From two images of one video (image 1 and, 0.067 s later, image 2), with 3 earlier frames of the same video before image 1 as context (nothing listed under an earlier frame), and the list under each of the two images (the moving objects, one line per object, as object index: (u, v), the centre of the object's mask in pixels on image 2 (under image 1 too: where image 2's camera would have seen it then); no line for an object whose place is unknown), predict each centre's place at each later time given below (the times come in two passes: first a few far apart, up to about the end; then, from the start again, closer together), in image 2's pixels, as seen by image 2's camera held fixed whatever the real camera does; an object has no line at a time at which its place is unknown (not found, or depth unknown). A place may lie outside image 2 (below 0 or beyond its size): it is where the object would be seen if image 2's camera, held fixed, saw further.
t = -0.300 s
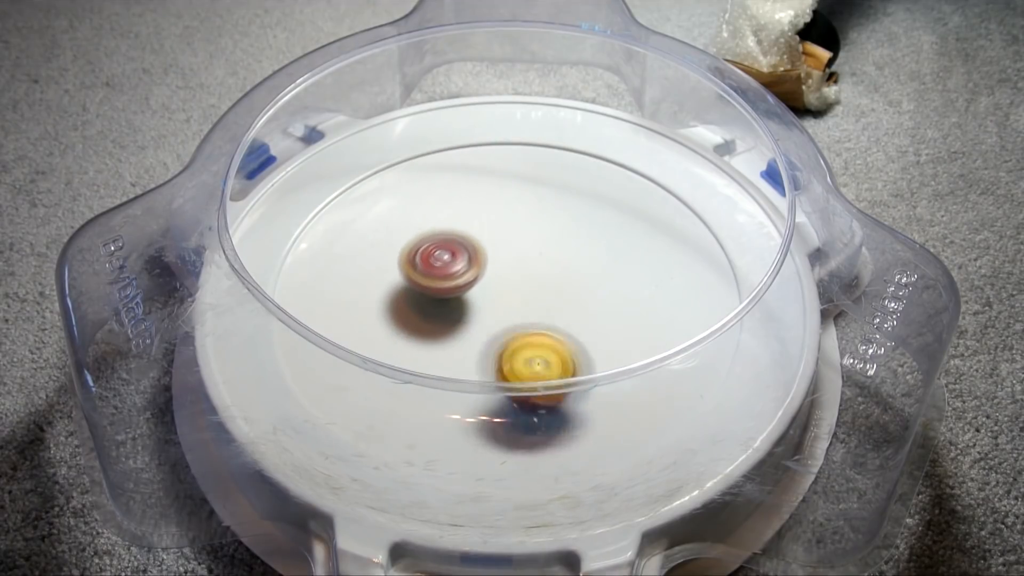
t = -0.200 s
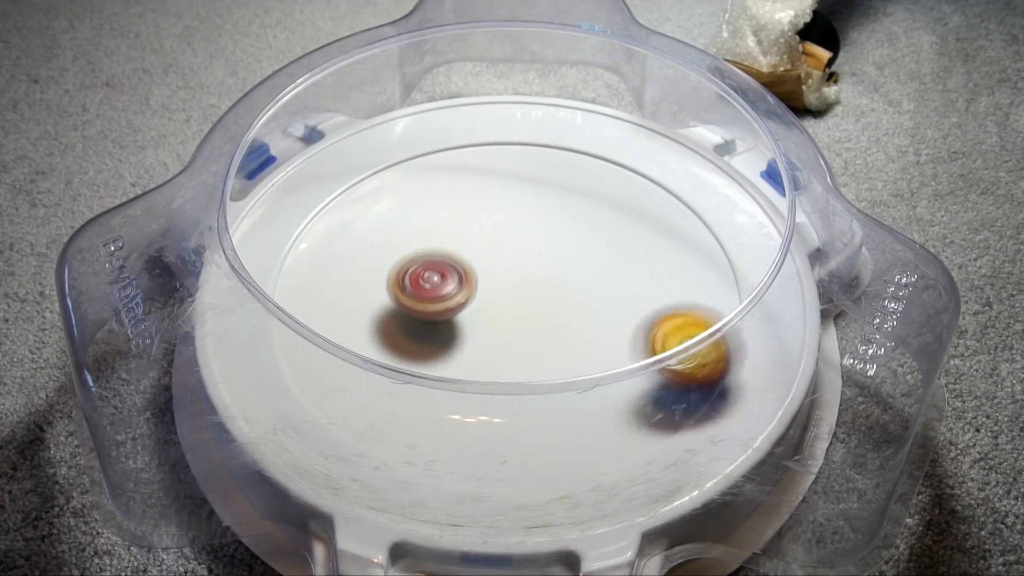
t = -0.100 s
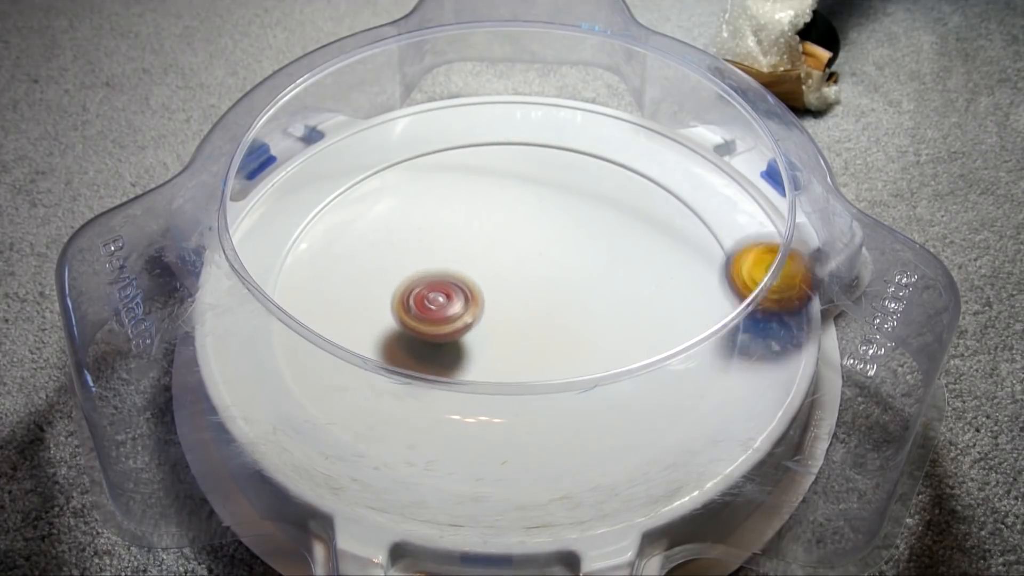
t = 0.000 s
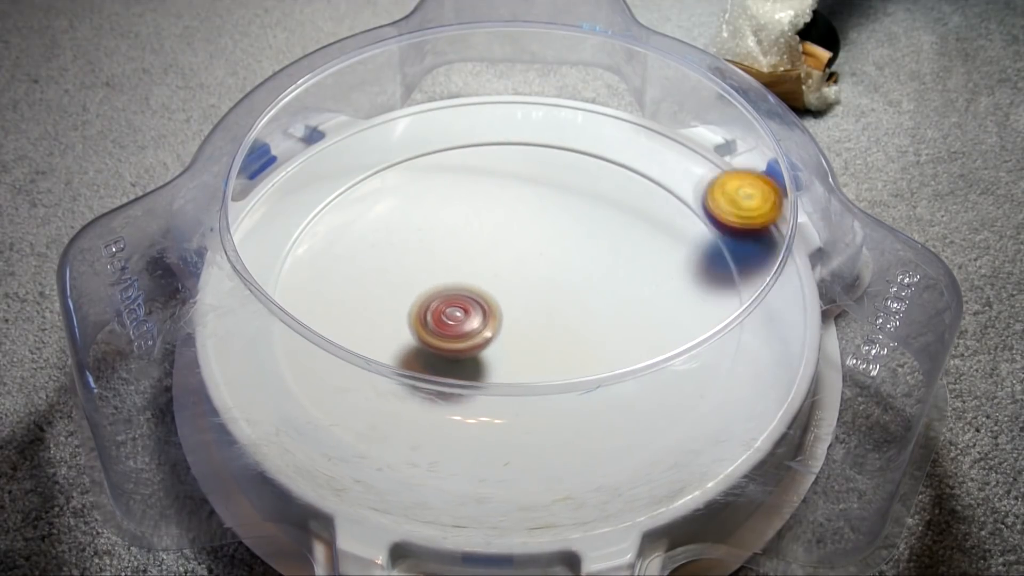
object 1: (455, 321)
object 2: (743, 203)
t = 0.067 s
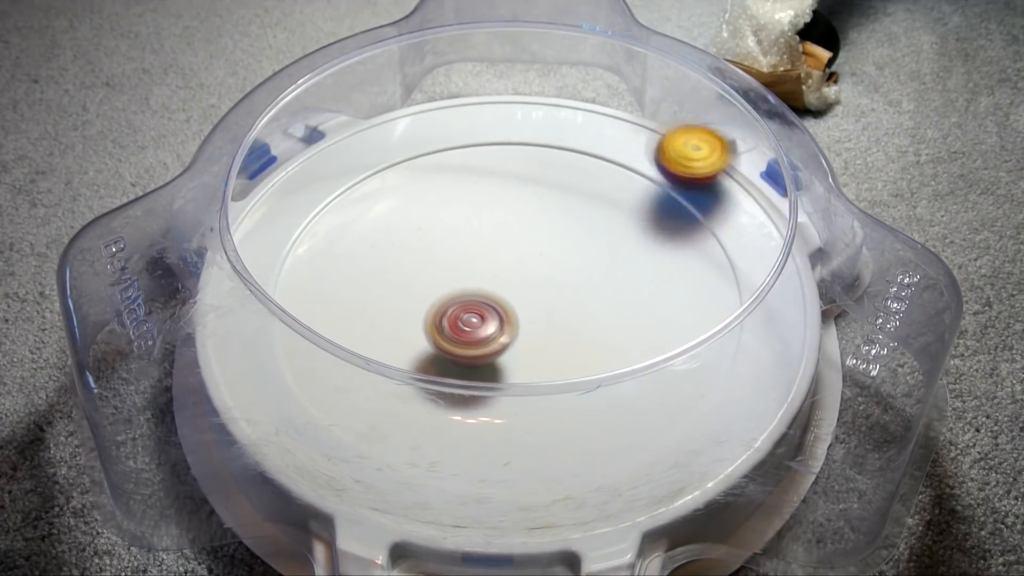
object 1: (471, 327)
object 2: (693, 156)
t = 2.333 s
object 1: (506, 264)
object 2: (479, 444)
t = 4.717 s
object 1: (531, 275)
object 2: (541, 188)
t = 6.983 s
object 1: (468, 269)
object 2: (442, 393)
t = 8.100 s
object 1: (691, 243)
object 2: (239, 360)
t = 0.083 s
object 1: (475, 328)
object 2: (679, 142)
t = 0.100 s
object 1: (480, 329)
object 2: (664, 130)
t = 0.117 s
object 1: (484, 329)
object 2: (649, 119)
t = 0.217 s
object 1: (512, 328)
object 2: (540, 81)
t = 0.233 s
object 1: (516, 327)
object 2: (520, 81)
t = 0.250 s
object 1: (520, 325)
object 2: (498, 82)
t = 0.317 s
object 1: (535, 318)
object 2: (415, 99)
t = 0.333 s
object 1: (538, 315)
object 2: (397, 109)
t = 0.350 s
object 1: (541, 313)
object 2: (379, 121)
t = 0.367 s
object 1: (543, 310)
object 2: (362, 135)
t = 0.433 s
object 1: (551, 298)
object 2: (305, 201)
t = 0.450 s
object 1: (552, 295)
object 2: (295, 222)
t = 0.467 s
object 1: (553, 292)
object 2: (289, 243)
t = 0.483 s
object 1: (553, 289)
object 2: (288, 262)
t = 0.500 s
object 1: (553, 286)
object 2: (293, 282)
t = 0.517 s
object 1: (553, 283)
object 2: (285, 311)
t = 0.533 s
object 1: (553, 280)
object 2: (288, 333)
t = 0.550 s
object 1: (553, 276)
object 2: (296, 357)
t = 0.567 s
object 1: (552, 274)
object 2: (307, 382)
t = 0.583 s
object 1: (551, 271)
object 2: (332, 401)
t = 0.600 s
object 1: (549, 268)
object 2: (362, 417)
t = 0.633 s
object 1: (546, 263)
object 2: (433, 442)
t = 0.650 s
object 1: (544, 260)
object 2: (472, 448)
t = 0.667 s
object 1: (541, 258)
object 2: (513, 450)
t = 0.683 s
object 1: (539, 256)
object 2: (555, 445)
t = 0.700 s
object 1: (536, 254)
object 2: (592, 434)
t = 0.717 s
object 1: (533, 252)
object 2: (628, 421)
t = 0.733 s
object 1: (530, 251)
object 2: (657, 407)
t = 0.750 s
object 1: (527, 250)
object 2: (685, 392)
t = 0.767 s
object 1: (524, 249)
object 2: (711, 373)
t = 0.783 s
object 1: (521, 247)
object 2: (718, 341)
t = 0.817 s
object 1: (515, 246)
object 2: (723, 284)
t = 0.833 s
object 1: (512, 245)
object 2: (725, 268)
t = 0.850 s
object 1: (509, 245)
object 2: (722, 245)
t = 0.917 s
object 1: (496, 245)
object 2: (667, 173)
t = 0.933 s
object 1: (493, 245)
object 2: (649, 161)
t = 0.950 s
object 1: (490, 246)
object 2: (628, 149)
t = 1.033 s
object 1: (477, 252)
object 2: (515, 123)
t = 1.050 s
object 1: (474, 253)
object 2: (493, 122)
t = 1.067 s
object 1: (472, 255)
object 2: (470, 124)
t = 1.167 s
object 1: (464, 268)
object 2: (342, 169)
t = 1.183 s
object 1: (463, 270)
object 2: (324, 183)
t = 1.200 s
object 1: (463, 272)
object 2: (309, 198)
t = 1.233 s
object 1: (463, 277)
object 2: (285, 231)
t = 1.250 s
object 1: (464, 279)
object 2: (278, 251)
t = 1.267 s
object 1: (464, 282)
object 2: (280, 267)
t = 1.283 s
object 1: (465, 284)
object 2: (281, 292)
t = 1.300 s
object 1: (466, 286)
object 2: (276, 316)
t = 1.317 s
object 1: (468, 288)
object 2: (285, 338)
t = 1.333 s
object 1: (470, 291)
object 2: (301, 361)
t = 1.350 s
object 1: (472, 293)
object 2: (318, 386)
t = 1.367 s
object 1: (474, 294)
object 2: (347, 403)
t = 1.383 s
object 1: (476, 297)
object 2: (378, 422)
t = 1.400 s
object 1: (479, 298)
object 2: (413, 435)
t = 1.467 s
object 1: (490, 304)
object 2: (563, 440)
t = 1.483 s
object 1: (493, 305)
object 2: (599, 430)
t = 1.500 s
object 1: (496, 306)
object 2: (629, 420)
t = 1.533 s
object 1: (503, 307)
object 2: (683, 392)
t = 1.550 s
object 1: (507, 307)
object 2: (705, 376)
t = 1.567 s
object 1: (510, 307)
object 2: (715, 354)
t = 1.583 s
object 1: (514, 308)
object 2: (724, 333)
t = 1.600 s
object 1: (517, 307)
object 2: (728, 311)
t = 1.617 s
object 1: (520, 307)
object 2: (729, 292)
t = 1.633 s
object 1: (524, 306)
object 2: (728, 274)
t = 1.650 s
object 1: (527, 306)
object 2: (729, 258)
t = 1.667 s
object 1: (530, 305)
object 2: (723, 241)
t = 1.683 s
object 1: (532, 304)
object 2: (715, 225)
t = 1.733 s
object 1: (539, 301)
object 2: (681, 185)
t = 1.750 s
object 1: (542, 300)
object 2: (667, 174)
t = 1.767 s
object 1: (544, 298)
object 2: (650, 165)
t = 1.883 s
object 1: (551, 285)
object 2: (510, 133)
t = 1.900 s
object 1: (552, 282)
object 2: (488, 134)
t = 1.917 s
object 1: (551, 281)
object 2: (465, 135)
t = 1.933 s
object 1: (551, 279)
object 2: (443, 138)
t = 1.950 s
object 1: (551, 278)
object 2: (422, 142)
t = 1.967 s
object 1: (550, 276)
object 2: (401, 147)
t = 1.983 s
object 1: (549, 274)
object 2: (381, 153)
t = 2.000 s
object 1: (548, 272)
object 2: (361, 160)
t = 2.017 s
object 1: (547, 271)
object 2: (343, 168)
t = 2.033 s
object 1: (546, 269)
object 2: (329, 180)
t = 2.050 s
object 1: (545, 268)
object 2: (316, 194)
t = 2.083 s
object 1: (541, 266)
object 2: (292, 225)
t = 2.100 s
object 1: (540, 265)
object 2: (283, 242)
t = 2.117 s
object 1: (537, 264)
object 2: (282, 259)
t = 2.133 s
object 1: (535, 263)
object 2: (283, 272)
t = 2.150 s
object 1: (533, 263)
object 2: (290, 287)
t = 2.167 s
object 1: (531, 262)
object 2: (282, 316)
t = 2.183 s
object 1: (528, 262)
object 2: (287, 335)
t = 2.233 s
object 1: (521, 261)
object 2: (327, 389)
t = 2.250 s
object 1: (518, 262)
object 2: (349, 404)
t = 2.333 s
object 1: (506, 264)
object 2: (479, 444)
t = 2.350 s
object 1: (503, 264)
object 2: (509, 443)
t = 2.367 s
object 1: (501, 265)
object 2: (538, 443)
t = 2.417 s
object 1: (495, 269)
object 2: (619, 421)
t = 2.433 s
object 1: (493, 269)
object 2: (639, 410)
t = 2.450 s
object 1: (491, 271)
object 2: (656, 401)
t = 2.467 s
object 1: (490, 272)
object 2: (674, 392)
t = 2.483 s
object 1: (488, 273)
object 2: (683, 372)
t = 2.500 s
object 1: (487, 274)
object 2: (692, 355)
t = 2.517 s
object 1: (486, 276)
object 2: (699, 336)
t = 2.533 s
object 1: (485, 277)
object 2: (700, 316)
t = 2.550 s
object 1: (484, 279)
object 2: (699, 299)
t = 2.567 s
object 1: (482, 280)
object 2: (701, 288)
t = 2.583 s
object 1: (482, 282)
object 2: (700, 275)
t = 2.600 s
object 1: (481, 284)
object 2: (695, 261)
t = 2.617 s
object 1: (480, 286)
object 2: (687, 245)
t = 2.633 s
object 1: (480, 287)
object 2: (679, 231)
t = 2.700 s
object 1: (481, 295)
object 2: (629, 185)
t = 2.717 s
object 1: (481, 297)
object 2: (614, 175)
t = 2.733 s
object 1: (482, 298)
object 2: (598, 166)
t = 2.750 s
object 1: (483, 300)
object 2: (581, 159)
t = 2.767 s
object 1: (484, 301)
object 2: (563, 153)
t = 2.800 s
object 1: (487, 303)
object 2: (528, 146)
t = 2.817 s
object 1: (488, 305)
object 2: (509, 143)
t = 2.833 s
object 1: (490, 306)
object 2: (490, 142)
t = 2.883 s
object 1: (496, 309)
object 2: (435, 146)
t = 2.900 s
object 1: (498, 309)
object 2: (419, 151)
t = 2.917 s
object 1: (500, 310)
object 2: (402, 155)
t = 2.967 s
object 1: (506, 310)
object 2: (358, 177)
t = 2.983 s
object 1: (509, 311)
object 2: (345, 186)
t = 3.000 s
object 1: (511, 310)
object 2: (333, 198)
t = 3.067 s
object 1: (519, 308)
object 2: (307, 252)
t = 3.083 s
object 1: (520, 307)
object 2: (303, 265)
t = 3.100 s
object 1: (522, 306)
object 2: (305, 278)
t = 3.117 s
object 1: (523, 305)
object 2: (310, 290)
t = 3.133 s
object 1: (525, 304)
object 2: (319, 303)
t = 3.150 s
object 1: (526, 303)
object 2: (321, 324)
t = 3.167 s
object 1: (527, 302)
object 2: (332, 335)
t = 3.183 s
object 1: (528, 300)
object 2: (344, 348)
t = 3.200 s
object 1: (529, 299)
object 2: (358, 361)
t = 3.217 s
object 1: (530, 297)
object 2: (375, 373)
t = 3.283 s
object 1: (530, 290)
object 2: (460, 398)
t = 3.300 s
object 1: (530, 288)
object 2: (482, 400)
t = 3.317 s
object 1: (529, 287)
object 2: (506, 401)
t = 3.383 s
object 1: (527, 280)
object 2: (588, 376)
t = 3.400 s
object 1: (526, 278)
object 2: (606, 371)
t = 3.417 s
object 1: (524, 277)
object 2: (621, 354)
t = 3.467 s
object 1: (519, 273)
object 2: (651, 323)
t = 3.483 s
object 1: (518, 272)
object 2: (660, 311)
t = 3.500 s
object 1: (516, 271)
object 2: (666, 297)
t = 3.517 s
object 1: (514, 270)
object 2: (667, 282)
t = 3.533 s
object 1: (512, 269)
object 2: (666, 271)
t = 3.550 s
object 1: (510, 268)
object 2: (665, 259)
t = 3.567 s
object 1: (508, 268)
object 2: (663, 246)
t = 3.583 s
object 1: (506, 267)
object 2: (657, 233)
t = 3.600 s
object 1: (503, 267)
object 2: (649, 222)
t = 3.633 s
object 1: (499, 266)
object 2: (636, 203)
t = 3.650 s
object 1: (497, 266)
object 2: (626, 193)
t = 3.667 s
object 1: (495, 266)
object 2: (613, 186)
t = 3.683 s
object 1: (493, 266)
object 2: (602, 179)
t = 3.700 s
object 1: (491, 266)
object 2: (591, 172)
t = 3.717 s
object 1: (489, 267)
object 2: (577, 166)
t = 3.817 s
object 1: (479, 271)
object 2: (486, 160)
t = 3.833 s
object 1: (478, 271)
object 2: (472, 164)
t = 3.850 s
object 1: (477, 273)
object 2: (457, 168)
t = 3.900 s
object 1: (475, 276)
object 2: (416, 187)
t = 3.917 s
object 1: (474, 277)
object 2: (405, 195)
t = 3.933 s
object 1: (474, 279)
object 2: (395, 202)
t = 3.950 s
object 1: (474, 280)
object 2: (382, 213)
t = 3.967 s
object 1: (474, 281)
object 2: (374, 224)
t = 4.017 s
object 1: (475, 285)
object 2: (358, 258)
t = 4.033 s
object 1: (475, 286)
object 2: (355, 270)
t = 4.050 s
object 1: (476, 287)
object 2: (355, 283)
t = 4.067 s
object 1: (477, 289)
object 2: (359, 296)
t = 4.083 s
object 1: (479, 289)
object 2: (364, 306)
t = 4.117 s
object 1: (481, 291)
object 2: (380, 328)
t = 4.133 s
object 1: (482, 292)
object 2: (391, 351)
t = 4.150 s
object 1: (484, 293)
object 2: (403, 356)
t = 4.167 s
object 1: (486, 294)
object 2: (411, 364)
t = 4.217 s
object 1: (492, 295)
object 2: (463, 384)
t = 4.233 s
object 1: (494, 296)
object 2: (480, 388)
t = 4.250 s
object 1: (496, 296)
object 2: (498, 394)
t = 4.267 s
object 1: (498, 296)
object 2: (519, 394)
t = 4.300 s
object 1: (502, 296)
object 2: (552, 393)
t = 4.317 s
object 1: (504, 296)
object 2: (572, 391)
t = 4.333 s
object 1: (506, 296)
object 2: (591, 383)
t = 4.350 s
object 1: (508, 296)
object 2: (605, 373)
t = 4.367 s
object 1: (510, 295)
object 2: (618, 370)
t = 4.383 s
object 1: (512, 295)
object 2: (632, 360)
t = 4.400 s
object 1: (514, 295)
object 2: (639, 339)
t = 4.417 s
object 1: (516, 294)
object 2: (646, 333)
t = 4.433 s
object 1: (518, 293)
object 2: (656, 326)
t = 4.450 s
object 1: (519, 292)
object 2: (664, 315)
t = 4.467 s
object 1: (520, 291)
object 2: (666, 306)
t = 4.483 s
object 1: (522, 291)
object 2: (668, 295)
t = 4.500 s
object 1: (524, 290)
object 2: (668, 283)
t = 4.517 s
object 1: (525, 288)
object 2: (665, 270)
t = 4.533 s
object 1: (526, 287)
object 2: (660, 263)
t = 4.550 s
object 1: (527, 286)
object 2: (655, 250)
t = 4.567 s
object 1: (528, 286)
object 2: (648, 240)
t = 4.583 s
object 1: (529, 284)
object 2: (637, 232)
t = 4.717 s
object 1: (531, 275)
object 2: (541, 188)
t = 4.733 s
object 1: (531, 274)
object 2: (526, 187)
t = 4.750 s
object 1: (530, 273)
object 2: (509, 187)
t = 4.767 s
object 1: (530, 273)
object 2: (497, 188)
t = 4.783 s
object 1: (530, 272)
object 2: (483, 188)
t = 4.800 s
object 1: (529, 272)
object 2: (467, 191)
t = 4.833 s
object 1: (528, 270)
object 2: (443, 197)
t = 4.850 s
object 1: (527, 269)
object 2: (429, 202)
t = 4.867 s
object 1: (526, 269)
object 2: (417, 210)
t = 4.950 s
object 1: (521, 268)
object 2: (371, 247)
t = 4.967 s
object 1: (520, 268)
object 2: (362, 257)
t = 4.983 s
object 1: (519, 268)
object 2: (358, 268)
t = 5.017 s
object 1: (517, 268)
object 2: (353, 287)
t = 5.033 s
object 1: (516, 268)
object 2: (352, 299)
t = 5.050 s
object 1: (515, 268)
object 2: (357, 311)
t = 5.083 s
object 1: (513, 268)
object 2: (367, 326)
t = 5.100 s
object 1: (511, 269)
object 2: (377, 345)
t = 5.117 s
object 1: (510, 269)
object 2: (385, 354)
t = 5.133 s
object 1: (509, 269)
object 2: (393, 361)
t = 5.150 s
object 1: (507, 270)
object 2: (407, 369)
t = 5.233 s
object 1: (502, 273)
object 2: (486, 385)
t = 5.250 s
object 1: (501, 274)
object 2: (505, 386)
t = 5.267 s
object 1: (499, 275)
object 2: (524, 382)
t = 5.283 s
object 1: (498, 276)
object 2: (536, 378)
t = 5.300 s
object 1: (498, 277)
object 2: (551, 375)
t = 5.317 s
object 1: (497, 278)
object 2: (566, 355)
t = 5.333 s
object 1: (496, 279)
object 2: (574, 352)
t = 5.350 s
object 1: (496, 280)
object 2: (588, 346)
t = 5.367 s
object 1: (496, 281)
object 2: (599, 337)
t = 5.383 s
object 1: (495, 282)
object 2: (603, 330)
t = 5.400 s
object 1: (495, 284)
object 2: (611, 321)
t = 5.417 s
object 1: (495, 285)
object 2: (615, 309)
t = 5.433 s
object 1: (495, 286)
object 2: (615, 302)
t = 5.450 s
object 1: (495, 287)
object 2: (617, 291)
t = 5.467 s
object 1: (495, 288)
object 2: (616, 279)
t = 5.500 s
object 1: (496, 290)
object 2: (610, 262)
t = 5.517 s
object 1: (496, 291)
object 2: (604, 251)
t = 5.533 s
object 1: (497, 293)
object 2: (598, 245)
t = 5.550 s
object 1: (497, 294)
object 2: (592, 235)
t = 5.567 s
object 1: (498, 295)
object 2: (582, 227)
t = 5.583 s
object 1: (498, 295)
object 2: (575, 222)
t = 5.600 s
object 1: (499, 296)
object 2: (565, 215)
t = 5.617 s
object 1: (500, 297)
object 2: (552, 210)
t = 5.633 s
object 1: (501, 297)
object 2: (545, 207)
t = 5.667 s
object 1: (503, 298)
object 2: (518, 201)
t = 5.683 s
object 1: (504, 299)
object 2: (510, 200)
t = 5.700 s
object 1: (506, 300)
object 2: (497, 199)
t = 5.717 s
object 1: (507, 301)
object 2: (484, 202)
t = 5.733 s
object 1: (508, 301)
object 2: (475, 202)
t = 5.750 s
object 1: (509, 302)
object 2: (462, 205)
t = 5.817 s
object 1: (514, 301)
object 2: (422, 226)
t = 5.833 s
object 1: (516, 301)
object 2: (416, 231)
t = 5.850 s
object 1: (517, 301)
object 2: (408, 240)
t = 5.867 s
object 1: (518, 300)
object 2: (405, 250)
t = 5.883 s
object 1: (519, 300)
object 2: (402, 256)
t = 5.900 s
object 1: (519, 299)
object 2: (399, 266)
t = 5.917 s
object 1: (520, 299)
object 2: (402, 277)
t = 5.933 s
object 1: (521, 299)
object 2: (404, 284)
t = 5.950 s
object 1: (521, 297)
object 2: (406, 294)
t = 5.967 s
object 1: (522, 297)
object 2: (414, 304)
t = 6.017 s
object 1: (524, 294)
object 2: (437, 325)
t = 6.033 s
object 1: (524, 293)
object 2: (444, 333)
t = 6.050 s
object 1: (534, 288)
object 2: (448, 342)
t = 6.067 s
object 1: (544, 283)
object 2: (448, 345)
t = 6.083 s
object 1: (552, 278)
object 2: (449, 352)
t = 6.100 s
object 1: (561, 273)
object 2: (457, 354)
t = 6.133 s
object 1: (572, 262)
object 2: (465, 371)
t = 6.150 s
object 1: (577, 255)
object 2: (472, 377)
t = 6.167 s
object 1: (579, 249)
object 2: (479, 382)
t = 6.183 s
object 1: (582, 243)
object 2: (492, 383)
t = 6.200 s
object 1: (582, 238)
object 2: (499, 384)
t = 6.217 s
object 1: (583, 232)
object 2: (512, 386)
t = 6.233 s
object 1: (582, 227)
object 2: (522, 383)
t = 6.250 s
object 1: (581, 222)
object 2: (531, 382)
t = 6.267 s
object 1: (579, 217)
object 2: (543, 377)
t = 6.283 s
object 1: (577, 214)
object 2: (547, 373)
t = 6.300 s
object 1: (574, 210)
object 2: (557, 358)
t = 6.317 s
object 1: (571, 207)
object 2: (561, 353)
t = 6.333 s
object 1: (568, 204)
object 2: (567, 349)
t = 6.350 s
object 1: (564, 202)
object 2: (572, 342)
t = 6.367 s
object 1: (560, 200)
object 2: (573, 337)
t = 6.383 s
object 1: (556, 198)
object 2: (576, 326)
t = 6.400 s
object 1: (552, 197)
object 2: (572, 319)
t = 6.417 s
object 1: (548, 196)
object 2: (572, 310)
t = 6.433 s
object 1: (543, 196)
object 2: (567, 300)
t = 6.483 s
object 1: (531, 196)
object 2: (550, 277)
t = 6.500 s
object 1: (527, 196)
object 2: (545, 268)
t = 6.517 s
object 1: (523, 195)
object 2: (534, 263)
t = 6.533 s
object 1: (517, 192)
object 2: (529, 263)
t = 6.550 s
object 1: (512, 189)
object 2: (518, 262)
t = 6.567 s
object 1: (506, 188)
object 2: (509, 262)
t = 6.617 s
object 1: (488, 188)
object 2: (482, 263)
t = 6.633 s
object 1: (482, 189)
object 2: (471, 265)
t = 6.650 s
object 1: (476, 191)
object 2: (464, 266)
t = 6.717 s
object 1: (455, 204)
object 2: (433, 280)
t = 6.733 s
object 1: (451, 208)
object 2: (426, 283)
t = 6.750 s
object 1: (445, 212)
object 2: (422, 289)
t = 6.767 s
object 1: (443, 217)
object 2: (418, 293)
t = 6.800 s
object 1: (436, 229)
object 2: (415, 304)
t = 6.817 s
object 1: (433, 235)
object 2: (412, 310)
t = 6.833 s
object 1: (432, 242)
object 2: (416, 315)
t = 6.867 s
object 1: (431, 257)
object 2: (420, 327)
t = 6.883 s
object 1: (433, 262)
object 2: (420, 332)
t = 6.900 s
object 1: (441, 263)
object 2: (424, 344)
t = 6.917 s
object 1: (448, 264)
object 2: (424, 349)
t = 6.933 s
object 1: (454, 265)
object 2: (432, 356)
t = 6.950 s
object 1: (459, 266)
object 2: (429, 376)
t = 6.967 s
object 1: (463, 267)
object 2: (437, 389)
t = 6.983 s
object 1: (468, 269)
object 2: (442, 393)
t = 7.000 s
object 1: (473, 270)
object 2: (452, 400)
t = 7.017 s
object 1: (478, 271)
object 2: (460, 402)
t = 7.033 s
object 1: (483, 273)
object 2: (475, 408)
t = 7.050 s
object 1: (488, 274)
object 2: (483, 411)
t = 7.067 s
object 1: (494, 275)
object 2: (497, 411)
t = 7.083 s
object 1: (500, 276)
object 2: (506, 419)
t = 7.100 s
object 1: (506, 277)
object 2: (520, 409)
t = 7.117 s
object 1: (511, 278)
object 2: (527, 404)
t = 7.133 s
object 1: (517, 278)
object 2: (542, 402)
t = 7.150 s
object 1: (524, 278)
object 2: (548, 396)
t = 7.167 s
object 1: (530, 278)
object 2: (562, 391)
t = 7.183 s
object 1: (536, 277)
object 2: (566, 384)
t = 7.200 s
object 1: (542, 278)
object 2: (578, 376)
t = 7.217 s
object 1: (547, 277)
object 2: (578, 366)
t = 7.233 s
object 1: (553, 276)
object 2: (587, 351)
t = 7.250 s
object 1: (559, 275)
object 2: (586, 346)
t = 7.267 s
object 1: (563, 273)
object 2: (593, 339)
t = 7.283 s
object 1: (568, 269)
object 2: (590, 336)
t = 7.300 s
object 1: (572, 261)
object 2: (594, 332)
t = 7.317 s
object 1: (575, 252)
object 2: (589, 332)
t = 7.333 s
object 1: (578, 244)
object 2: (592, 327)
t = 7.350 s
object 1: (580, 236)
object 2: (588, 325)
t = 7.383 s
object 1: (581, 221)
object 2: (583, 318)
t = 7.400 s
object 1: (581, 214)
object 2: (578, 312)
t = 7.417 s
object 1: (579, 209)
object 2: (576, 310)
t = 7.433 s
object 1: (577, 203)
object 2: (567, 305)
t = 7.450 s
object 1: (574, 197)
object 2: (564, 302)
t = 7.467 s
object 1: (571, 193)
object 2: (554, 300)
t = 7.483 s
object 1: (567, 190)
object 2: (550, 296)
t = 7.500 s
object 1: (564, 187)
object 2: (539, 295)
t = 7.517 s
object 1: (559, 185)
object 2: (534, 290)
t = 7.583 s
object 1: (543, 181)
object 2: (498, 283)
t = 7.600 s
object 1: (540, 181)
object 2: (491, 284)
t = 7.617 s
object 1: (537, 182)
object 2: (480, 282)
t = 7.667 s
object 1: (526, 184)
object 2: (462, 282)
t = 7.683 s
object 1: (522, 185)
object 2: (451, 284)
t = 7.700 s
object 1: (518, 187)
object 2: (446, 282)
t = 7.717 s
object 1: (515, 189)
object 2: (439, 286)
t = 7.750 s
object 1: (507, 195)
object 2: (429, 289)
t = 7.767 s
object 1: (503, 198)
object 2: (421, 288)
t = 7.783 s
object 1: (499, 202)
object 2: (421, 291)
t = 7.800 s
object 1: (495, 207)
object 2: (412, 293)
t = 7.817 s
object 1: (491, 211)
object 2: (413, 295)
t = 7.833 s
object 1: (487, 218)
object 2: (407, 299)
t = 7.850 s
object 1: (483, 224)
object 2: (407, 299)
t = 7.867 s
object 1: (480, 231)
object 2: (405, 305)
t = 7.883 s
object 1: (478, 237)
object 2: (404, 305)
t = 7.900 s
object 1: (476, 245)
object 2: (406, 311)
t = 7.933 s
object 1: (474, 261)
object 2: (411, 315)
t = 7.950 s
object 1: (475, 269)
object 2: (408, 318)
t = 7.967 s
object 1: (498, 271)
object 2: (385, 325)
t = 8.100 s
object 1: (691, 243)
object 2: (239, 360)
